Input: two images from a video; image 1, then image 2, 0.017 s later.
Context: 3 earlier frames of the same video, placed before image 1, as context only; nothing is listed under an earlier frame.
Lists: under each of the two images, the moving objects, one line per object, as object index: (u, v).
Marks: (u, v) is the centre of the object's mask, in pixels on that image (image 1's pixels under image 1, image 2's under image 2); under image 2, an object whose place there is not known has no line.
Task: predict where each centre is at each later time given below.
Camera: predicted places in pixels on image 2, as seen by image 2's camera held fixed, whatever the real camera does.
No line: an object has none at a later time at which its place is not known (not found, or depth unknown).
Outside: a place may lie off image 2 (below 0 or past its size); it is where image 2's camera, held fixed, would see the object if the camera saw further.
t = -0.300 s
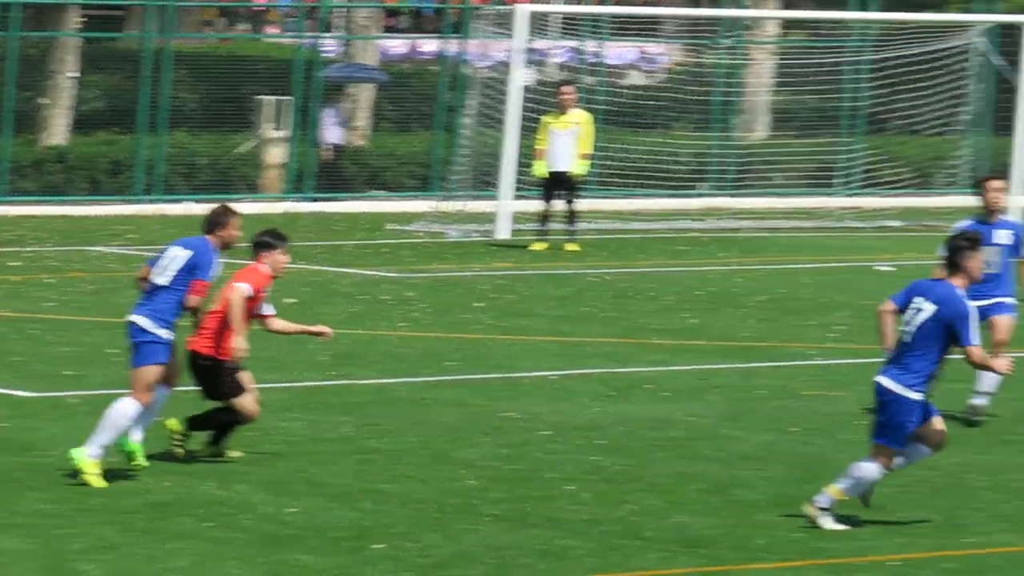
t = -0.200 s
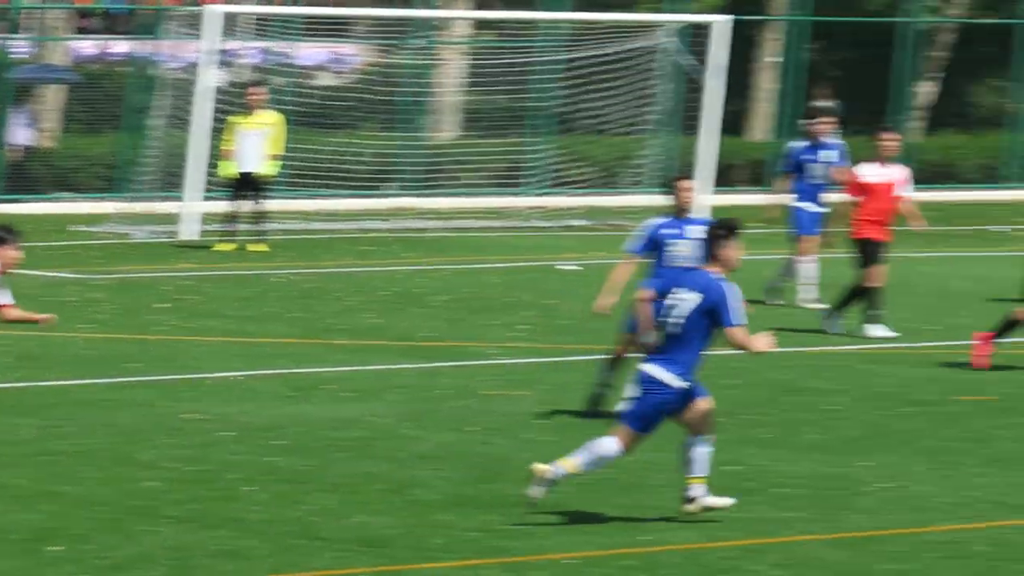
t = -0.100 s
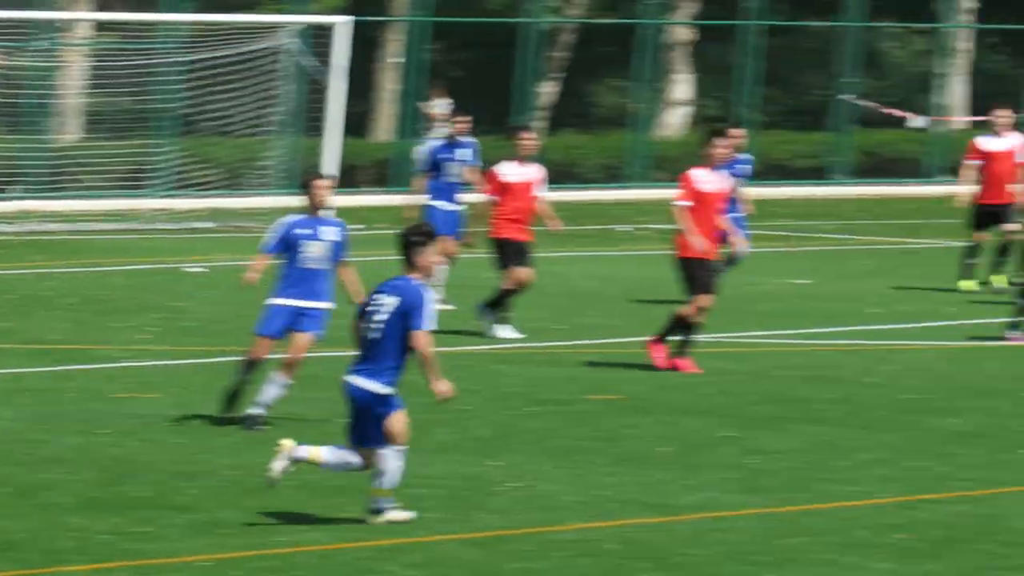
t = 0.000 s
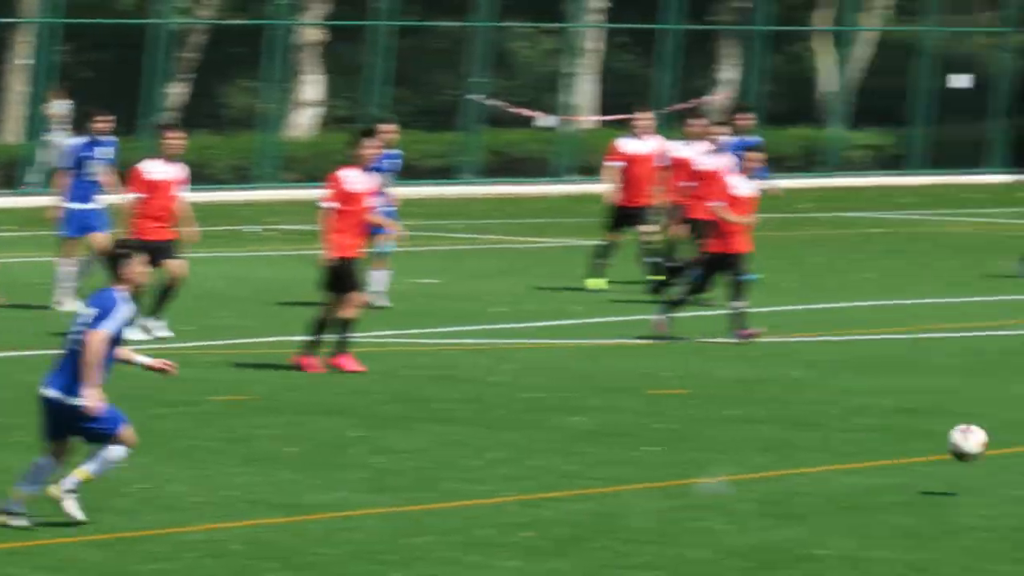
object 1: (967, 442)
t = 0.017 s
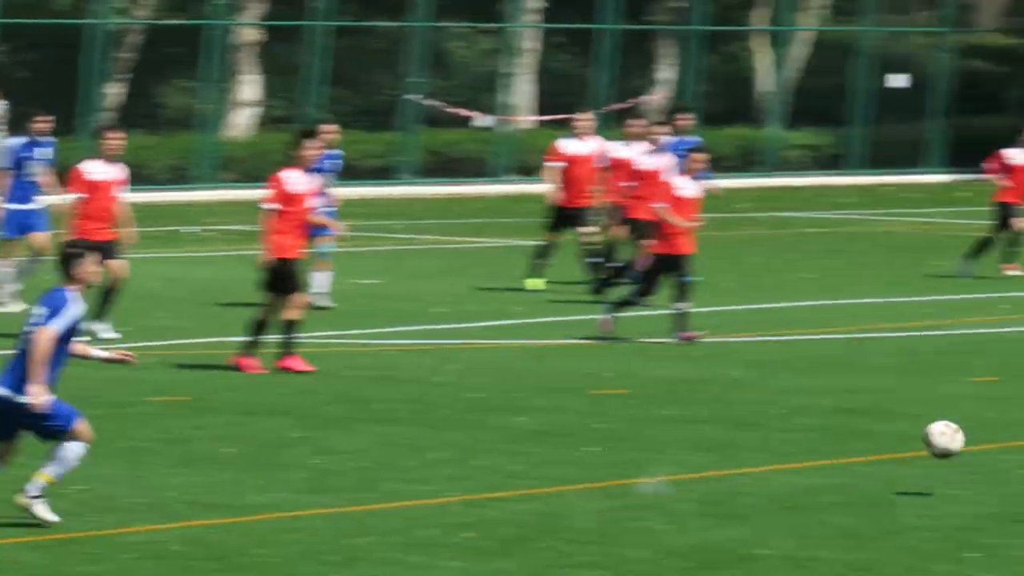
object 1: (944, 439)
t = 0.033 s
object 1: (979, 439)
